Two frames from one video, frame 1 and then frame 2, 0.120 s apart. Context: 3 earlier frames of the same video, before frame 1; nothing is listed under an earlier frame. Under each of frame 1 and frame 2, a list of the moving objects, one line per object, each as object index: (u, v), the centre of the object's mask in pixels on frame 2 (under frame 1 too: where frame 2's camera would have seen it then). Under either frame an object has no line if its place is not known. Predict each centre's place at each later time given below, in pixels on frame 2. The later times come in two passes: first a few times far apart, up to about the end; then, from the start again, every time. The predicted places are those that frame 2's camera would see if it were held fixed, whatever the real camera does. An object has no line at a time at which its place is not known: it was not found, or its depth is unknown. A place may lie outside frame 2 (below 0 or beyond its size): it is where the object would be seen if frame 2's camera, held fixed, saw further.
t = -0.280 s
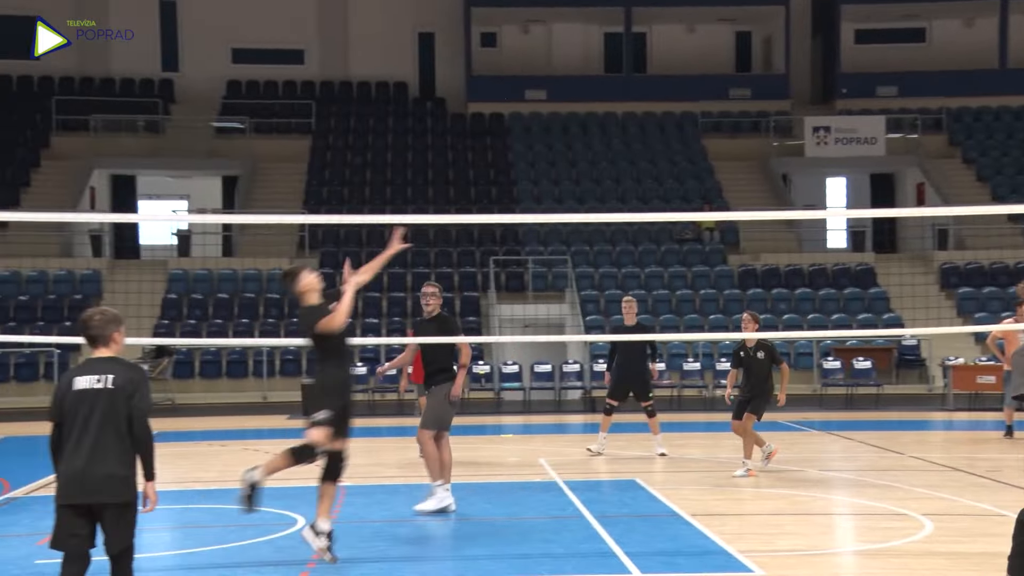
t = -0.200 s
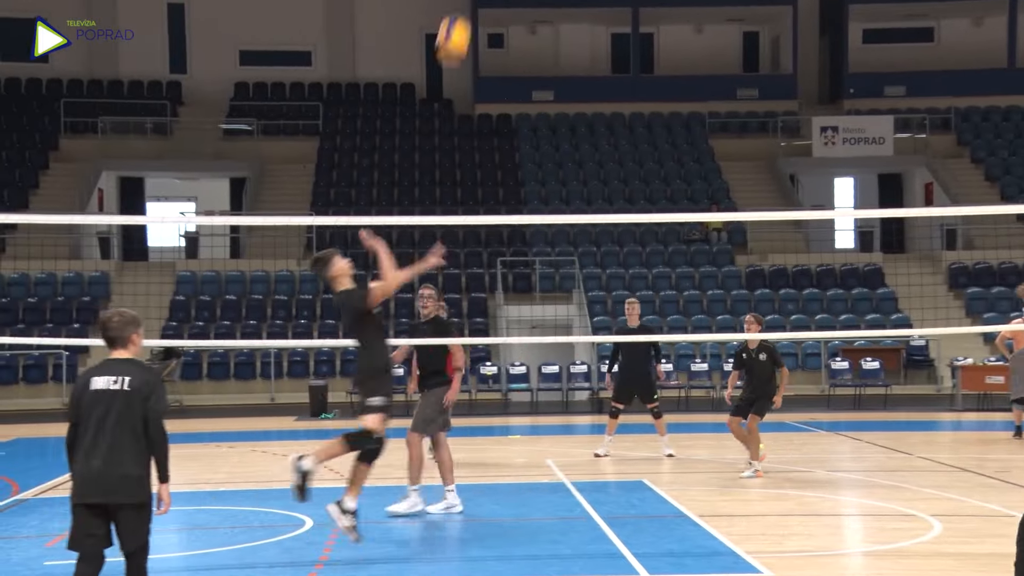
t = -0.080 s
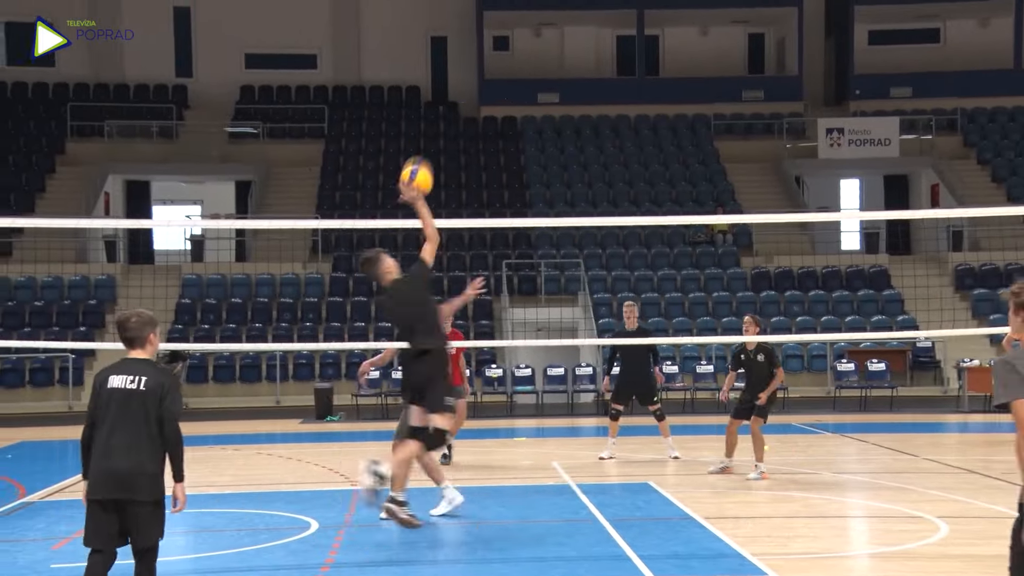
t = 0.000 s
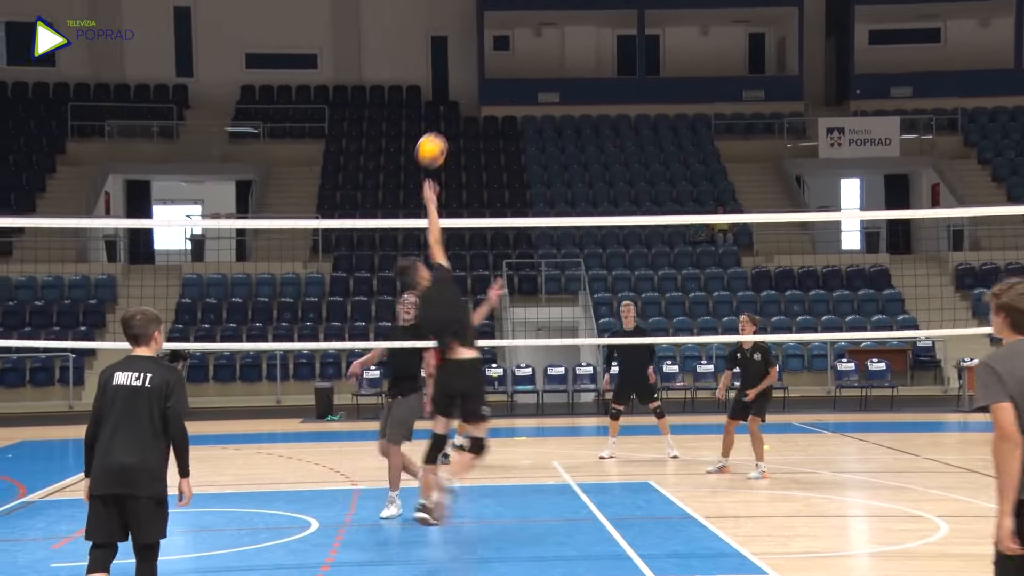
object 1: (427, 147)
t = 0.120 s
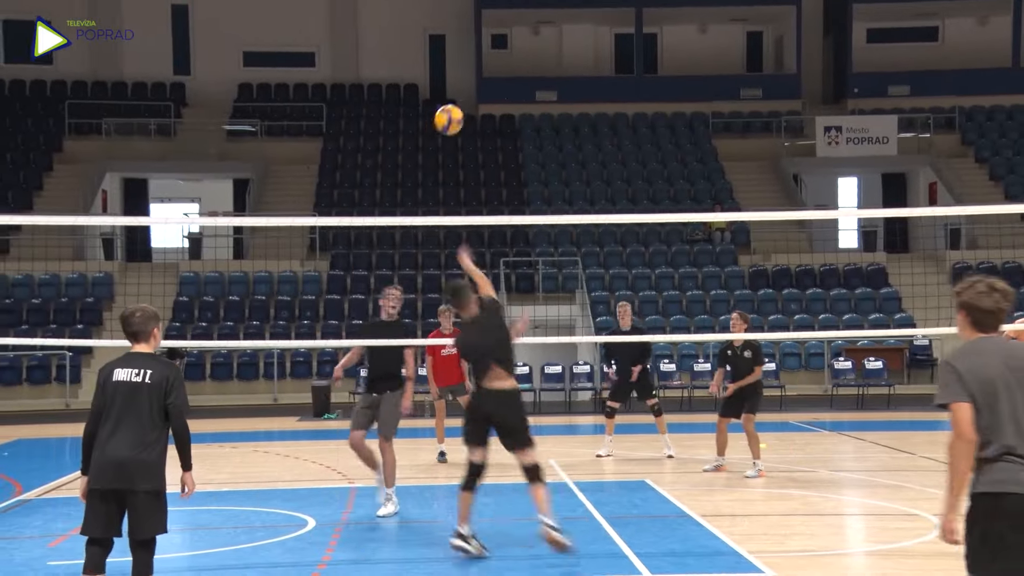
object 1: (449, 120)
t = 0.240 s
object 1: (466, 115)
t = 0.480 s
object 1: (492, 152)
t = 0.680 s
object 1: (510, 229)
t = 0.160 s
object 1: (455, 116)
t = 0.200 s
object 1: (460, 114)
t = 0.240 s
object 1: (466, 115)
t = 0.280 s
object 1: (471, 117)
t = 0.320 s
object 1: (475, 121)
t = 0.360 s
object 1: (480, 126)
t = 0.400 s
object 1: (484, 134)
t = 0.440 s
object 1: (488, 142)
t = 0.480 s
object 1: (492, 152)
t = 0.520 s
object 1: (496, 165)
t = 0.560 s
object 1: (499, 177)
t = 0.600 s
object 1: (503, 191)
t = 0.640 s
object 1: (506, 204)
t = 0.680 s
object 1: (510, 229)
